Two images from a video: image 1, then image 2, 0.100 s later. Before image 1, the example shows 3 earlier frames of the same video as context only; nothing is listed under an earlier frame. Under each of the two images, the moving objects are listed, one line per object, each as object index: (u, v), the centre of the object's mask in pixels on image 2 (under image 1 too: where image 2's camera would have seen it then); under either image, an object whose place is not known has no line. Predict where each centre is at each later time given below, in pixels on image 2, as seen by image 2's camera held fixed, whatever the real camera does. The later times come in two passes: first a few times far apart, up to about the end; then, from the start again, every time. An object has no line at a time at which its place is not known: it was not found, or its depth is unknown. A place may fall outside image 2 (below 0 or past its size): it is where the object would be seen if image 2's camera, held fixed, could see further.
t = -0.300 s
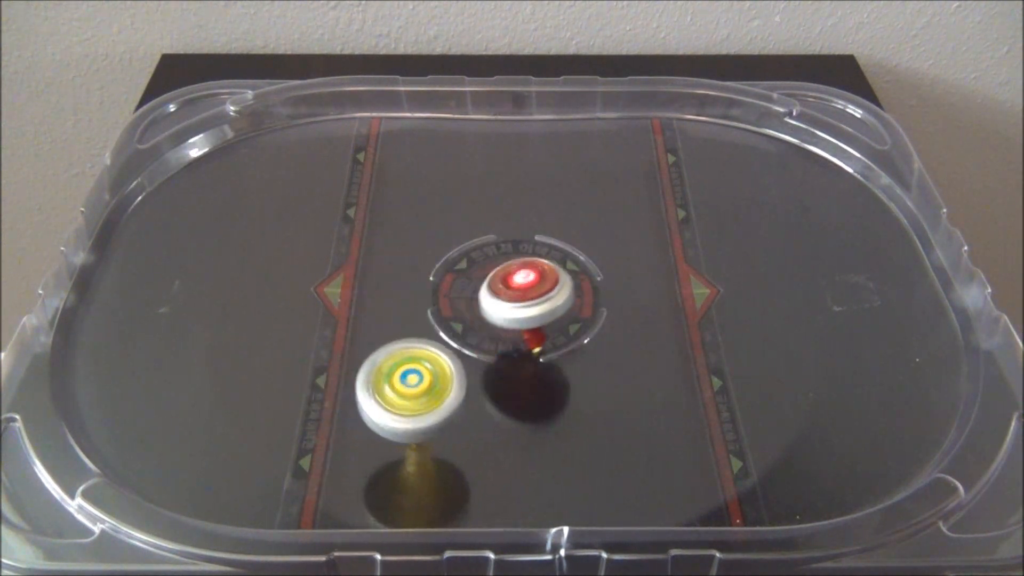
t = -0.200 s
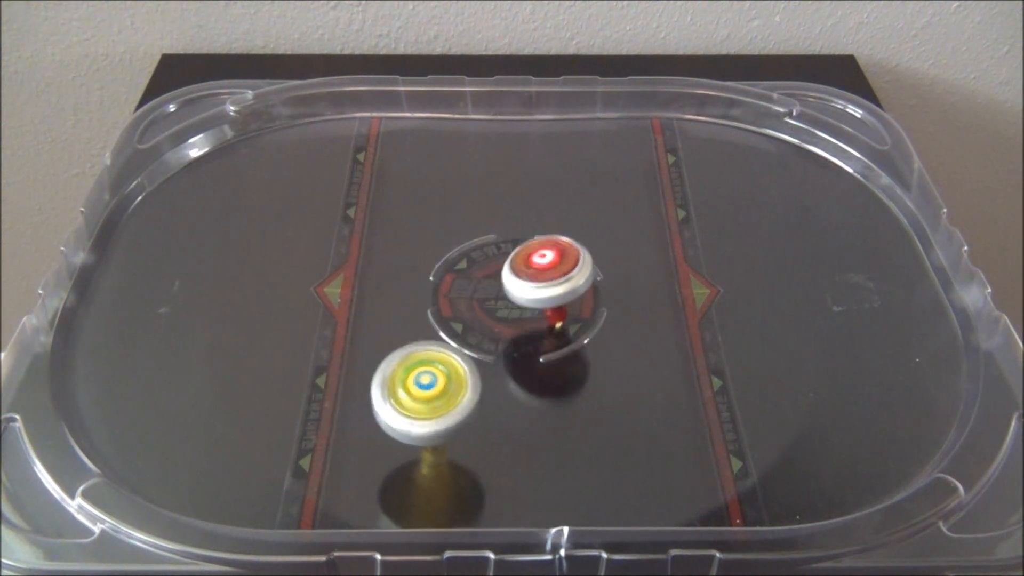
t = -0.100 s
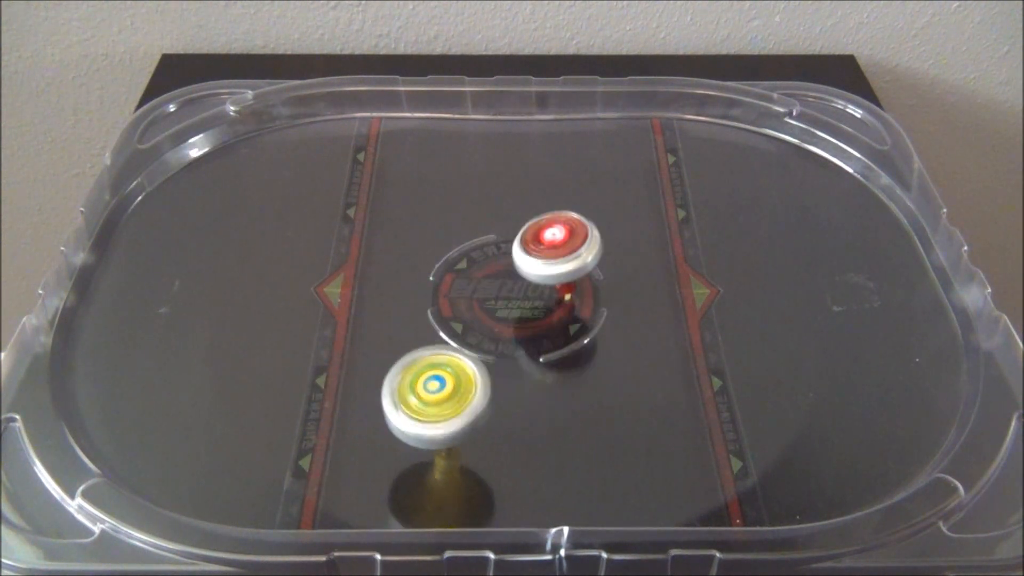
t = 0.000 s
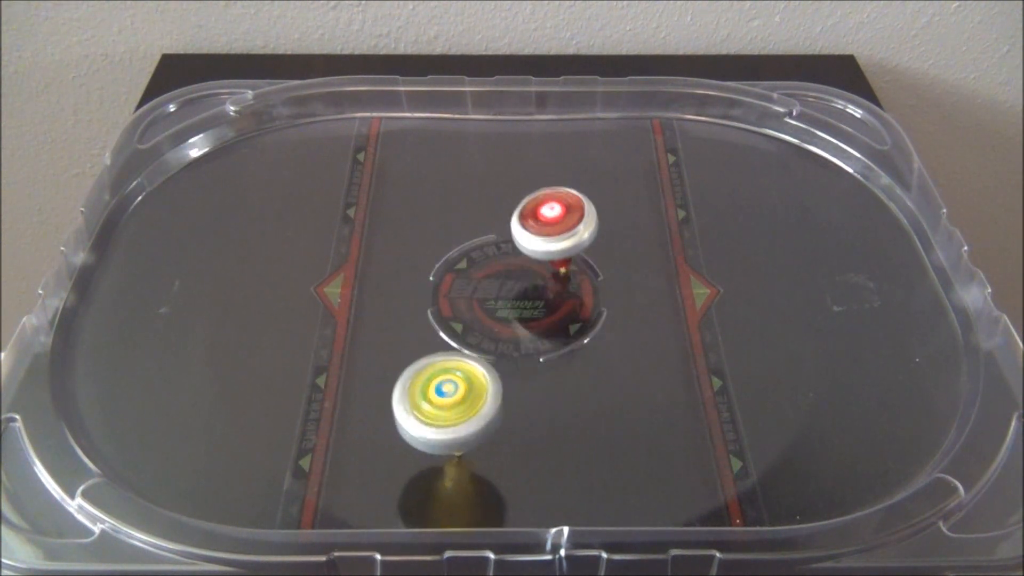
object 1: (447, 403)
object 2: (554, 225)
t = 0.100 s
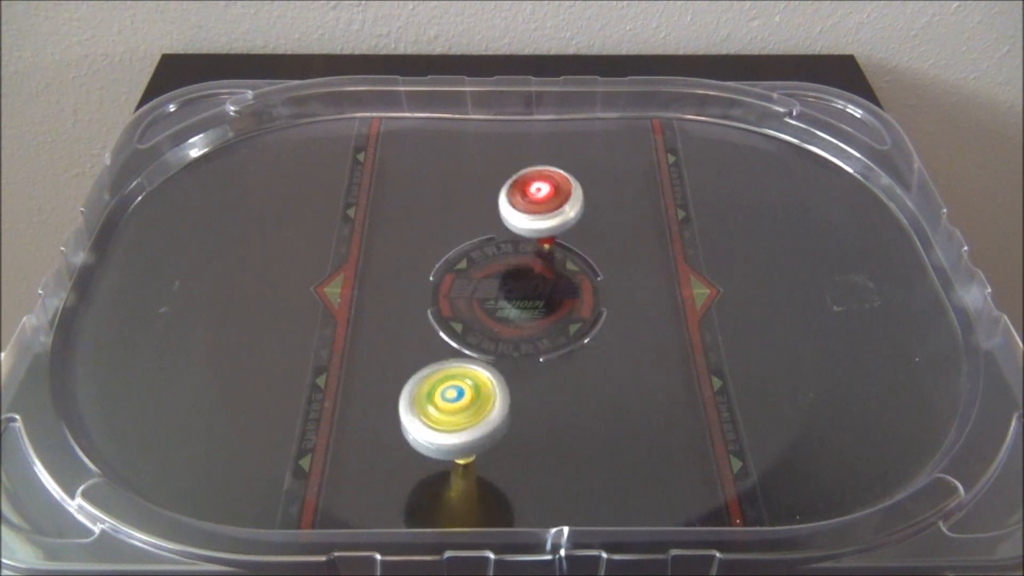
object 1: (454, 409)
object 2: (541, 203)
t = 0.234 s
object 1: (460, 416)
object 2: (515, 203)
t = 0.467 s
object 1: (469, 415)
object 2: (467, 222)
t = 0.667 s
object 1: (483, 403)
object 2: (452, 269)
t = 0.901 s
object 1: (512, 395)
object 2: (511, 296)
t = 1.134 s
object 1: (540, 397)
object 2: (558, 277)
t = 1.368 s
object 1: (558, 405)
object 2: (547, 232)
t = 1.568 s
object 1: (563, 403)
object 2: (490, 223)
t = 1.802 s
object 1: (569, 386)
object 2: (457, 248)
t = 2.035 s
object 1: (588, 371)
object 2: (487, 288)
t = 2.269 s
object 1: (613, 368)
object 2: (555, 283)
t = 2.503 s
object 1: (629, 373)
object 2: (574, 241)
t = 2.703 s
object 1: (628, 371)
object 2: (533, 206)
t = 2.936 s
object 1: (622, 356)
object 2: (486, 222)
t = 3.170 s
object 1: (631, 338)
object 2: (487, 266)
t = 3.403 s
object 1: (650, 329)
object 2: (548, 283)
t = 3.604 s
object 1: (663, 329)
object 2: (588, 254)
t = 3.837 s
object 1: (659, 330)
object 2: (581, 213)
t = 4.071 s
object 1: (647, 318)
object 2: (543, 189)
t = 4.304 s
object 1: (645, 300)
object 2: (510, 221)
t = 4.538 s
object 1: (657, 288)
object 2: (490, 275)
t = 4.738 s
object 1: (667, 285)
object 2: (499, 311)
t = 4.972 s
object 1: (662, 286)
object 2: (553, 345)
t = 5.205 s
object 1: (646, 275)
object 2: (613, 354)
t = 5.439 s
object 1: (653, 243)
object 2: (621, 386)
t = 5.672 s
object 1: (640, 244)
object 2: (587, 406)
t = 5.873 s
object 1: (633, 248)
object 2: (538, 385)
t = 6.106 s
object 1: (634, 246)
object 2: (481, 341)
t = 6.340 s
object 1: (626, 246)
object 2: (426, 296)
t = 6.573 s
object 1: (621, 244)
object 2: (377, 255)
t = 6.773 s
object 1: (614, 246)
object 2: (366, 225)
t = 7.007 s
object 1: (620, 246)
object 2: (396, 210)
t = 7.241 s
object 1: (567, 254)
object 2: (438, 212)
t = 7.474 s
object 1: (569, 248)
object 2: (415, 191)
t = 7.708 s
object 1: (583, 252)
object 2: (379, 174)
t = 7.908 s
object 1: (561, 256)
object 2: (344, 192)
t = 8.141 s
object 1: (559, 249)
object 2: (357, 232)
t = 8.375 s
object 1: (579, 251)
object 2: (419, 254)
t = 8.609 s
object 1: (555, 261)
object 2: (426, 247)
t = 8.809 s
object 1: (550, 251)
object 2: (441, 237)
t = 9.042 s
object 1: (573, 252)
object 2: (439, 267)
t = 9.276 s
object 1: (553, 264)
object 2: (407, 292)
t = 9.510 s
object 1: (543, 253)
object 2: (385, 280)
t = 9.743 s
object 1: (565, 254)
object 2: (356, 266)
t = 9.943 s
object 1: (550, 267)
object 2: (371, 263)
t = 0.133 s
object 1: (457, 411)
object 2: (535, 199)
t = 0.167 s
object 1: (458, 413)
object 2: (528, 197)
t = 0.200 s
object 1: (460, 415)
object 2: (522, 200)
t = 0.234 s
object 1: (460, 416)
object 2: (515, 203)
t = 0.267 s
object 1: (461, 418)
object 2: (508, 205)
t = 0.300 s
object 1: (462, 418)
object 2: (500, 205)
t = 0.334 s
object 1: (463, 419)
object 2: (493, 206)
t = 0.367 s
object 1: (464, 418)
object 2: (488, 210)
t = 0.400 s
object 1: (466, 418)
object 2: (482, 213)
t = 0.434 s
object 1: (468, 417)
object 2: (475, 217)
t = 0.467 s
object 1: (469, 415)
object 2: (467, 222)
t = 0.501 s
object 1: (470, 413)
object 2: (460, 230)
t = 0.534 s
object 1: (472, 411)
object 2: (455, 238)
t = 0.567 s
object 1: (474, 409)
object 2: (453, 245)
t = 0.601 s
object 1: (477, 407)
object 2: (451, 256)
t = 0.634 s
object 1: (480, 405)
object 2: (451, 262)
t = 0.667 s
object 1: (483, 403)
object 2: (452, 269)
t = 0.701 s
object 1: (487, 401)
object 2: (456, 277)
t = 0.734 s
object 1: (491, 399)
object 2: (464, 282)
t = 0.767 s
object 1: (494, 397)
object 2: (474, 287)
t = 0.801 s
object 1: (499, 397)
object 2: (482, 290)
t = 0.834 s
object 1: (503, 396)
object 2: (491, 293)
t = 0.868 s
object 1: (507, 395)
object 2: (500, 294)
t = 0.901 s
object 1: (512, 395)
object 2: (511, 296)
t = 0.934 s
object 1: (516, 394)
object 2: (522, 296)
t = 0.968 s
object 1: (520, 394)
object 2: (534, 297)
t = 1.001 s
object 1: (524, 394)
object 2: (544, 295)
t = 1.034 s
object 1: (529, 395)
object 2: (549, 292)
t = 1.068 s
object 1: (533, 395)
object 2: (552, 286)
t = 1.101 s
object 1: (536, 396)
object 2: (555, 281)
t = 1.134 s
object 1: (540, 397)
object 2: (558, 277)
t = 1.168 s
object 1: (544, 398)
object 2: (562, 272)
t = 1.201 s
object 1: (547, 400)
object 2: (564, 267)
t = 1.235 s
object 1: (550, 401)
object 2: (565, 261)
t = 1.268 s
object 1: (552, 402)
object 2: (562, 250)
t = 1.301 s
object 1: (555, 403)
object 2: (558, 243)
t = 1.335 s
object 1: (556, 404)
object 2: (553, 237)
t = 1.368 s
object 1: (558, 405)
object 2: (547, 232)
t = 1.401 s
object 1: (559, 406)
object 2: (540, 227)
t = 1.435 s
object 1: (560, 406)
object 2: (531, 223)
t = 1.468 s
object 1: (560, 406)
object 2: (521, 220)
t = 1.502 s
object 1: (561, 405)
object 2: (511, 221)
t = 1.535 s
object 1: (562, 404)
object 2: (501, 222)
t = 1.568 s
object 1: (563, 403)
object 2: (490, 223)
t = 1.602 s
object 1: (563, 402)
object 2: (480, 218)
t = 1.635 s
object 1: (563, 399)
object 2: (470, 220)
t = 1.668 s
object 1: (563, 397)
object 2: (460, 223)
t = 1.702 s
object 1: (564, 395)
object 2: (453, 228)
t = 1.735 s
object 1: (565, 392)
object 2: (454, 234)
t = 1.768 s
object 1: (567, 389)
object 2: (457, 241)
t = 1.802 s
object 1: (569, 386)
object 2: (457, 248)
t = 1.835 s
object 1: (571, 384)
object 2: (457, 254)
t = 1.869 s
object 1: (573, 381)
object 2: (457, 260)
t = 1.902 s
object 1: (575, 379)
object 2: (460, 265)
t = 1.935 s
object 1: (578, 377)
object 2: (463, 271)
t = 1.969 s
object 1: (581, 375)
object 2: (470, 277)
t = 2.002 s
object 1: (584, 373)
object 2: (477, 283)
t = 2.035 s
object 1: (588, 371)
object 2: (487, 288)
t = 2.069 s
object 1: (591, 370)
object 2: (497, 291)
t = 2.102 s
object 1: (594, 369)
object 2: (507, 293)
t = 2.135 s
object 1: (598, 369)
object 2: (517, 294)
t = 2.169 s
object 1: (602, 368)
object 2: (527, 293)
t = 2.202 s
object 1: (606, 367)
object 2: (537, 291)
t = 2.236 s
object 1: (610, 368)
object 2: (547, 287)
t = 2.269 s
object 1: (613, 368)
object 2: (555, 283)
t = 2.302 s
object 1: (616, 368)
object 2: (562, 278)
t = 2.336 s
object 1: (618, 368)
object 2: (568, 272)
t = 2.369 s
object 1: (622, 370)
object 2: (573, 266)
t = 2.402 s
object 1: (624, 370)
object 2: (575, 259)
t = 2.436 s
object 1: (627, 371)
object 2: (576, 253)
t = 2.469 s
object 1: (628, 372)
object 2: (576, 248)
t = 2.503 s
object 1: (629, 373)
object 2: (574, 241)
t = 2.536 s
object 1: (629, 373)
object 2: (570, 230)
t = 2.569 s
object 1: (630, 373)
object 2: (565, 223)
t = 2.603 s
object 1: (630, 373)
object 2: (558, 217)
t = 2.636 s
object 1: (630, 373)
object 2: (551, 214)
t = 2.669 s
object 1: (629, 372)
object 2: (542, 209)
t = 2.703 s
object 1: (628, 371)
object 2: (533, 206)
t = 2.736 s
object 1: (626, 370)
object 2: (522, 204)
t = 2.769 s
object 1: (625, 368)
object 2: (513, 203)
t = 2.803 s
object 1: (624, 366)
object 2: (503, 204)
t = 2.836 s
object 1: (624, 364)
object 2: (495, 206)
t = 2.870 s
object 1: (623, 361)
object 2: (491, 213)
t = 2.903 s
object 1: (623, 359)
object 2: (489, 218)
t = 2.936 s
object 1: (622, 356)
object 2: (486, 222)
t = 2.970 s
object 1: (623, 353)
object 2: (482, 228)
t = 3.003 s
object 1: (624, 351)
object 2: (479, 233)
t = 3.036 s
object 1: (625, 348)
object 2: (477, 239)
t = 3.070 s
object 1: (626, 345)
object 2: (477, 246)
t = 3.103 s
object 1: (627, 343)
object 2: (479, 253)
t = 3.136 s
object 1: (629, 340)
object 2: (482, 260)
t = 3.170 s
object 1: (631, 338)
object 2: (487, 266)
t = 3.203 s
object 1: (634, 336)
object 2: (494, 273)
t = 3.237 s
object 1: (636, 334)
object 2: (502, 277)
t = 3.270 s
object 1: (639, 333)
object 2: (510, 281)
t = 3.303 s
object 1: (642, 332)
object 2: (520, 284)
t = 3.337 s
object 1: (644, 330)
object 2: (529, 285)
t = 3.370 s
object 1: (647, 330)
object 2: (539, 285)
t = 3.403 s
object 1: (650, 329)
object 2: (548, 283)
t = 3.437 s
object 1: (653, 329)
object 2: (557, 281)
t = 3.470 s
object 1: (655, 328)
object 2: (566, 277)
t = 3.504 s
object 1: (658, 328)
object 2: (573, 273)
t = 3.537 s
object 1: (659, 328)
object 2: (580, 267)
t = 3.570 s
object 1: (661, 329)
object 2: (585, 261)
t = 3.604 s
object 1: (663, 329)
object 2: (588, 254)
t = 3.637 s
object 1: (664, 330)
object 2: (590, 247)
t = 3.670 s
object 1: (664, 330)
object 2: (590, 241)
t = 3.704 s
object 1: (664, 330)
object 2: (590, 235)
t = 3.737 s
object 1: (663, 330)
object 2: (590, 229)
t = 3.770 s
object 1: (663, 330)
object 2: (589, 224)
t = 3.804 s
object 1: (661, 330)
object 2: (585, 218)
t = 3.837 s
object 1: (659, 330)
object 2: (581, 213)
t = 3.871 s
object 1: (657, 329)
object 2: (576, 209)
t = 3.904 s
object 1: (655, 327)
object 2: (572, 204)
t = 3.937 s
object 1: (653, 326)
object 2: (567, 199)
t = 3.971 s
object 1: (651, 324)
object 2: (561, 196)
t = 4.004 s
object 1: (650, 323)
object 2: (555, 194)
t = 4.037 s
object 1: (648, 320)
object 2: (549, 192)
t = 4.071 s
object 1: (647, 318)
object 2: (543, 189)
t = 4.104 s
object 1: (645, 316)
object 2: (538, 190)
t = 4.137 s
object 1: (644, 313)
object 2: (532, 192)
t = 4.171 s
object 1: (644, 311)
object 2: (528, 198)
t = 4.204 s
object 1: (645, 308)
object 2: (524, 203)
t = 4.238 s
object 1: (645, 306)
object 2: (519, 209)
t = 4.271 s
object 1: (645, 303)
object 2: (515, 216)
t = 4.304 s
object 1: (645, 300)
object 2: (510, 221)
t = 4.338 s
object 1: (647, 298)
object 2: (507, 229)
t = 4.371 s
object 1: (648, 296)
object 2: (503, 236)
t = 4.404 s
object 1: (650, 294)
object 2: (499, 244)
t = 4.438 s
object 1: (651, 292)
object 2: (496, 251)
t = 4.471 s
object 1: (653, 290)
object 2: (494, 259)
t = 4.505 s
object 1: (655, 289)
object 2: (492, 267)
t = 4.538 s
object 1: (657, 288)
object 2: (490, 275)
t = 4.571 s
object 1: (659, 287)
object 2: (490, 283)
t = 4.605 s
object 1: (661, 286)
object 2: (489, 291)
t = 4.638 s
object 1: (663, 285)
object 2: (490, 300)
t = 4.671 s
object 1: (664, 285)
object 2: (491, 306)
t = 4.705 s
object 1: (666, 285)
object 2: (495, 306)
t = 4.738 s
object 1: (667, 285)
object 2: (499, 311)
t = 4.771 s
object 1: (668, 285)
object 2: (502, 315)
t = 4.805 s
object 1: (668, 286)
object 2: (508, 322)
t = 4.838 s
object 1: (668, 286)
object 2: (515, 329)
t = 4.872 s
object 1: (667, 286)
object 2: (525, 334)
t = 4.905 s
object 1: (666, 286)
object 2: (534, 338)
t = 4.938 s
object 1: (664, 286)
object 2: (544, 342)
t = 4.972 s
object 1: (662, 286)
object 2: (553, 345)
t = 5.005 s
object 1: (660, 286)
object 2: (563, 348)
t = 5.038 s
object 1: (657, 285)
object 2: (573, 351)
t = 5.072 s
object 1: (655, 284)
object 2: (582, 353)
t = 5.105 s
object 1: (652, 283)
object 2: (591, 349)
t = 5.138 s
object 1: (650, 281)
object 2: (598, 353)
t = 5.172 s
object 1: (648, 277)
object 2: (607, 351)
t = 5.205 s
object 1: (646, 275)
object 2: (613, 354)
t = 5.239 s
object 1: (644, 273)
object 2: (620, 352)
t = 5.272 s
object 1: (643, 270)
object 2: (625, 352)
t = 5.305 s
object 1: (644, 261)
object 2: (625, 362)
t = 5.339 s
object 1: (646, 251)
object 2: (625, 369)
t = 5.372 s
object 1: (648, 246)
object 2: (624, 376)
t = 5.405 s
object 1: (650, 244)
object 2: (623, 383)
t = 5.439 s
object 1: (653, 243)
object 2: (621, 386)
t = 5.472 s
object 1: (654, 244)
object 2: (619, 392)
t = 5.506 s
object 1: (652, 245)
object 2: (615, 397)
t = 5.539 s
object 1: (649, 246)
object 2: (611, 400)
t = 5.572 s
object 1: (645, 246)
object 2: (606, 403)
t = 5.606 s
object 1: (643, 246)
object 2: (600, 405)
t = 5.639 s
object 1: (641, 244)
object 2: (594, 406)
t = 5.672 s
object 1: (640, 244)
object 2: (587, 406)
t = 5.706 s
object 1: (639, 244)
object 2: (579, 404)
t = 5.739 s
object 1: (639, 245)
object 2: (571, 402)
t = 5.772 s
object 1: (638, 245)
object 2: (563, 399)
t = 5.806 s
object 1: (637, 246)
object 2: (555, 395)
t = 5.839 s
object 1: (635, 247)
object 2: (546, 391)
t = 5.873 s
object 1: (633, 248)
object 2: (538, 385)
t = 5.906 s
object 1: (632, 248)
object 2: (530, 380)
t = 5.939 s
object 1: (631, 248)
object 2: (522, 374)
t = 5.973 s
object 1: (631, 248)
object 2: (514, 367)
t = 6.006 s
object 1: (631, 247)
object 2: (506, 359)
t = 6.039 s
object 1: (631, 247)
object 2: (498, 354)
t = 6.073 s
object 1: (633, 247)
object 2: (489, 345)
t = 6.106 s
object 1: (634, 246)
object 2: (481, 341)
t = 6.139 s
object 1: (635, 246)
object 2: (474, 335)
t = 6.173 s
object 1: (636, 247)
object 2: (465, 327)
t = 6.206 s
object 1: (635, 247)
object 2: (458, 321)
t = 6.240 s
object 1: (634, 247)
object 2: (450, 315)
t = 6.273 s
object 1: (632, 247)
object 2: (442, 308)
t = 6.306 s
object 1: (629, 247)
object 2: (434, 302)
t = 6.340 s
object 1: (626, 246)
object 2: (426, 296)
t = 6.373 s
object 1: (624, 245)
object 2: (418, 291)
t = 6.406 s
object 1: (622, 244)
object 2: (410, 284)
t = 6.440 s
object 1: (621, 243)
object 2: (402, 279)
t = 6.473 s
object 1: (621, 243)
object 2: (395, 269)
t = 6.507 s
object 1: (621, 243)
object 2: (387, 262)
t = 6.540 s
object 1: (621, 243)
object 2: (382, 260)
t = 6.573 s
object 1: (621, 244)
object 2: (377, 255)
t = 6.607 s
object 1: (619, 244)
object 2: (372, 246)
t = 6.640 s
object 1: (618, 245)
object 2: (369, 241)
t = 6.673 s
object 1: (617, 246)
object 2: (367, 237)
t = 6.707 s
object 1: (616, 246)
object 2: (365, 233)
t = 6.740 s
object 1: (615, 246)
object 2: (365, 228)
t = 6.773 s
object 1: (614, 246)
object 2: (366, 225)
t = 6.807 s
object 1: (615, 246)
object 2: (367, 222)
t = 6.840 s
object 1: (616, 245)
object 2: (370, 219)
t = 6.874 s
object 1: (617, 245)
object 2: (373, 216)
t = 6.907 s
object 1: (618, 245)
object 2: (377, 214)
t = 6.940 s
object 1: (620, 246)
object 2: (382, 215)
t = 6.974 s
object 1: (621, 246)
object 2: (389, 211)
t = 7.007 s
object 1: (620, 246)
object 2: (396, 210)
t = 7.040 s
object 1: (619, 246)
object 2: (403, 213)
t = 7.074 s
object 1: (615, 248)
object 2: (411, 210)
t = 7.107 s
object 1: (606, 251)
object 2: (420, 210)
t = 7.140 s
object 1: (595, 253)
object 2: (428, 210)
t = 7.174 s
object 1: (582, 254)
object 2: (439, 211)
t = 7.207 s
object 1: (572, 254)
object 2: (443, 212)
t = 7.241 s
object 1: (567, 254)
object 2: (438, 212)
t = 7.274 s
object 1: (564, 253)
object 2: (429, 207)
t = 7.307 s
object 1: (563, 251)
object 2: (422, 200)
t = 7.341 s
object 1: (563, 250)
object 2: (416, 195)
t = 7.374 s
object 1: (565, 249)
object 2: (414, 193)
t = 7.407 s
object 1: (566, 249)
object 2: (413, 191)
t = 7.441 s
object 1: (568, 248)
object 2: (413, 189)
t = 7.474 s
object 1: (569, 248)
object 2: (415, 191)
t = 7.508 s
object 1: (572, 248)
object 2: (415, 187)
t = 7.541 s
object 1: (574, 248)
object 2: (414, 184)
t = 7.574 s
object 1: (576, 248)
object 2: (410, 182)
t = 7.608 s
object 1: (579, 248)
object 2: (404, 177)
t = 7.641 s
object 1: (581, 249)
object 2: (397, 175)
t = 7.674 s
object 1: (583, 250)
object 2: (388, 177)
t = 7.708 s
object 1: (583, 252)
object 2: (379, 174)
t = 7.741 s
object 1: (582, 253)
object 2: (371, 176)
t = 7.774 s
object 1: (579, 255)
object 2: (363, 178)
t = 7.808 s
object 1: (575, 256)
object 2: (357, 180)
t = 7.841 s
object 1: (571, 257)
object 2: (352, 184)
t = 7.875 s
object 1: (565, 256)
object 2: (347, 187)
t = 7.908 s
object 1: (561, 256)
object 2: (344, 192)
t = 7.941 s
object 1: (559, 255)
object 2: (342, 197)
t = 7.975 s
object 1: (556, 254)
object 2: (341, 201)
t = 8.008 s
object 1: (555, 253)
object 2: (341, 207)
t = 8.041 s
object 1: (555, 251)
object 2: (343, 214)
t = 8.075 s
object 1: (556, 251)
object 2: (346, 219)
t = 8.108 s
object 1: (557, 250)
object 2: (351, 225)
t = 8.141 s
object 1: (559, 249)
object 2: (357, 232)
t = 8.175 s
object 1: (561, 249)
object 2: (364, 238)
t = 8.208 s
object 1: (564, 248)
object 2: (373, 243)
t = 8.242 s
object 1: (567, 248)
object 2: (382, 247)
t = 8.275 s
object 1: (570, 248)
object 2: (390, 251)
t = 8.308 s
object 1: (574, 249)
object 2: (401, 253)
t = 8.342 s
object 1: (577, 249)
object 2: (411, 254)
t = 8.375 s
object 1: (579, 251)
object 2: (419, 254)
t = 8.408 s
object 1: (581, 254)
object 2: (425, 255)
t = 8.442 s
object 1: (580, 257)
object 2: (426, 258)
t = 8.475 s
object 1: (577, 259)
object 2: (425, 254)
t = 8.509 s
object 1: (573, 261)
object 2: (426, 253)
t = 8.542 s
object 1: (567, 262)
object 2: (426, 251)
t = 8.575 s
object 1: (561, 262)
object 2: (426, 250)
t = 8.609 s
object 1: (555, 261)
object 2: (426, 247)
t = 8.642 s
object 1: (550, 260)
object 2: (427, 245)
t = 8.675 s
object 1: (547, 258)
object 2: (426, 237)
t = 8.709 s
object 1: (546, 256)
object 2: (433, 238)
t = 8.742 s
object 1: (546, 254)
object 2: (439, 239)
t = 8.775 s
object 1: (548, 253)
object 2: (441, 238)
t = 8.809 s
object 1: (550, 251)
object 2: (441, 237)
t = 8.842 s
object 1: (553, 250)
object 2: (439, 238)
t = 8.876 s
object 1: (555, 249)
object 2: (436, 239)
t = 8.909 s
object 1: (558, 249)
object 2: (434, 243)
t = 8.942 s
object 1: (562, 249)
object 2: (434, 248)
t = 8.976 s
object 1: (565, 249)
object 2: (435, 254)
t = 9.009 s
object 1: (569, 250)
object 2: (438, 261)
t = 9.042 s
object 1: (573, 252)
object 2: (439, 267)
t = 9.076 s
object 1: (575, 253)
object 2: (438, 272)
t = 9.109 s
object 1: (576, 255)
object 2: (434, 277)
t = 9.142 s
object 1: (575, 258)
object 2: (428, 282)
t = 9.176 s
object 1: (572, 261)
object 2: (422, 285)
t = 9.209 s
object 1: (567, 263)
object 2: (417, 289)
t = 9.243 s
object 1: (560, 264)
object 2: (411, 291)
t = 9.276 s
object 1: (553, 264)
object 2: (407, 292)
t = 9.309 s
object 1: (547, 263)
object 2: (408, 296)
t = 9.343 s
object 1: (542, 261)
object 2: (409, 293)
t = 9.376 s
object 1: (540, 259)
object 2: (410, 292)
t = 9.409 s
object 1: (539, 257)
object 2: (407, 288)
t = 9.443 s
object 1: (539, 255)
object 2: (400, 282)
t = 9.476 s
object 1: (540, 254)
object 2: (392, 277)
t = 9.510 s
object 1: (543, 253)
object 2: (385, 280)
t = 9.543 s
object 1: (545, 252)
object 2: (377, 274)
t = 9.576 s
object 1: (548, 251)
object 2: (371, 272)
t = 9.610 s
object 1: (551, 251)
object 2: (366, 270)
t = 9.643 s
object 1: (555, 251)
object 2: (362, 269)
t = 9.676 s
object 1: (559, 252)
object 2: (359, 273)
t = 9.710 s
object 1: (562, 253)
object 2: (357, 272)
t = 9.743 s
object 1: (565, 254)
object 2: (356, 266)
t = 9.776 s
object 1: (568, 256)
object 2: (356, 270)
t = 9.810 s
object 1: (568, 258)
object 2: (358, 269)
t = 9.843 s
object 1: (566, 261)
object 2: (359, 269)
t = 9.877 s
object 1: (562, 264)
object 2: (362, 266)
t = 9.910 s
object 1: (557, 266)
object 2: (366, 263)
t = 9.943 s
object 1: (550, 267)
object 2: (371, 263)
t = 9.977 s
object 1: (542, 266)
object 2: (376, 262)
